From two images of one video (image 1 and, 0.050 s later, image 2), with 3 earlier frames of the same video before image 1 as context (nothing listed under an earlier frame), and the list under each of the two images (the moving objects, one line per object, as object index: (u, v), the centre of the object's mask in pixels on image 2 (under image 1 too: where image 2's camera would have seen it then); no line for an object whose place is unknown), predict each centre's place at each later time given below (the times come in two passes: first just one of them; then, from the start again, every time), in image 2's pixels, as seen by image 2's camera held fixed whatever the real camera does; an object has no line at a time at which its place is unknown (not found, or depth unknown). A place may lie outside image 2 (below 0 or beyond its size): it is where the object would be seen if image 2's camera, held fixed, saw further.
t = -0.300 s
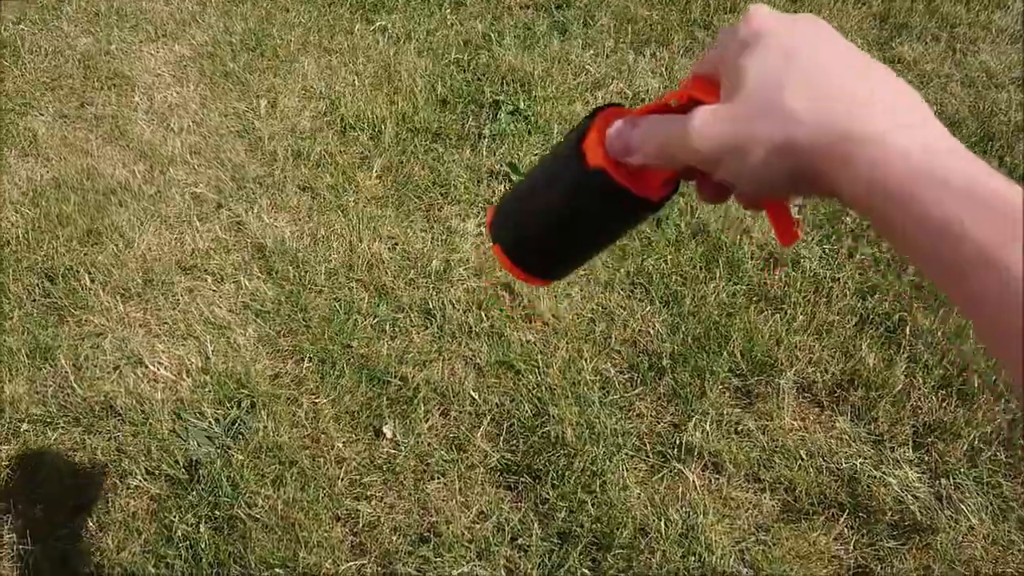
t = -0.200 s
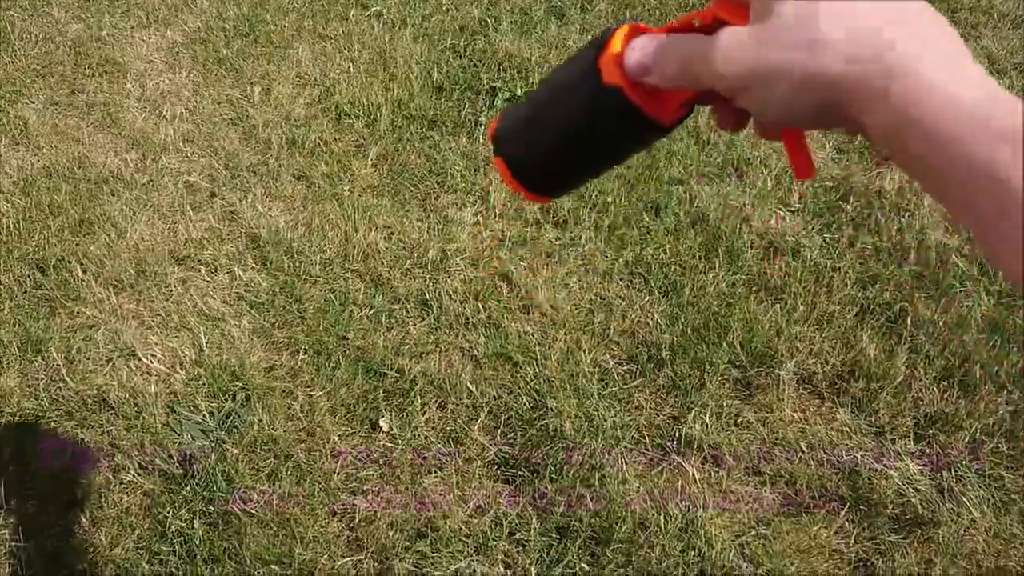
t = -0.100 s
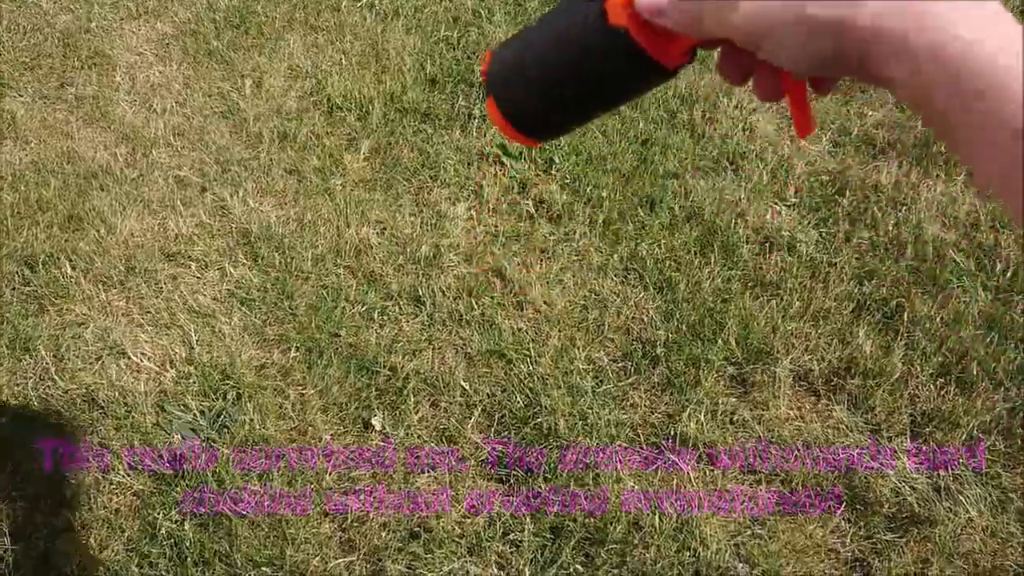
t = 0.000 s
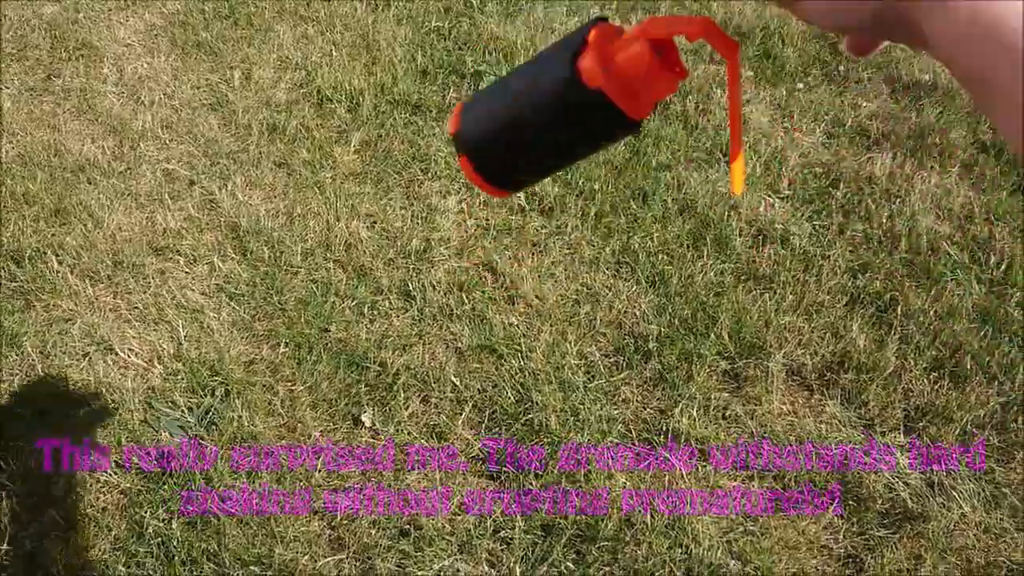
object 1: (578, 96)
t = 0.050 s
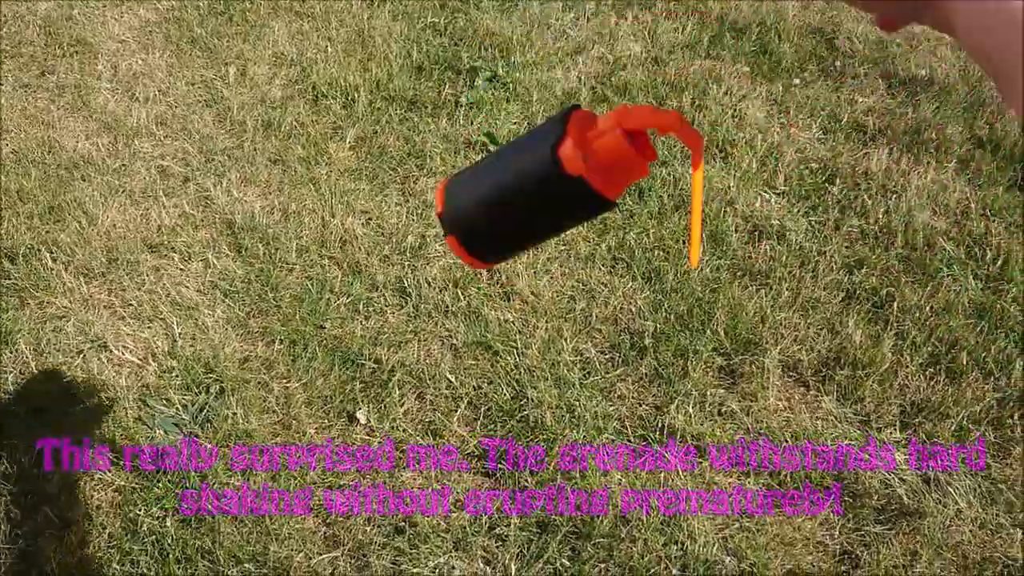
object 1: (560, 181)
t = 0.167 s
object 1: (525, 425)
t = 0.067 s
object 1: (554, 214)
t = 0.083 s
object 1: (548, 249)
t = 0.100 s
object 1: (543, 284)
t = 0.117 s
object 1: (538, 320)
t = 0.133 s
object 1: (531, 357)
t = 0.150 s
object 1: (526, 394)
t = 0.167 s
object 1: (525, 425)
